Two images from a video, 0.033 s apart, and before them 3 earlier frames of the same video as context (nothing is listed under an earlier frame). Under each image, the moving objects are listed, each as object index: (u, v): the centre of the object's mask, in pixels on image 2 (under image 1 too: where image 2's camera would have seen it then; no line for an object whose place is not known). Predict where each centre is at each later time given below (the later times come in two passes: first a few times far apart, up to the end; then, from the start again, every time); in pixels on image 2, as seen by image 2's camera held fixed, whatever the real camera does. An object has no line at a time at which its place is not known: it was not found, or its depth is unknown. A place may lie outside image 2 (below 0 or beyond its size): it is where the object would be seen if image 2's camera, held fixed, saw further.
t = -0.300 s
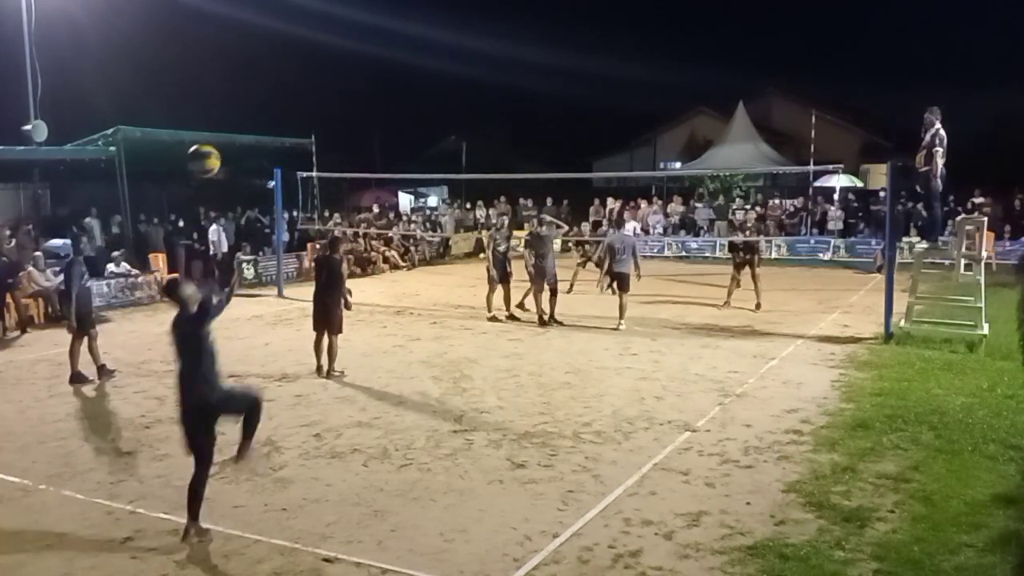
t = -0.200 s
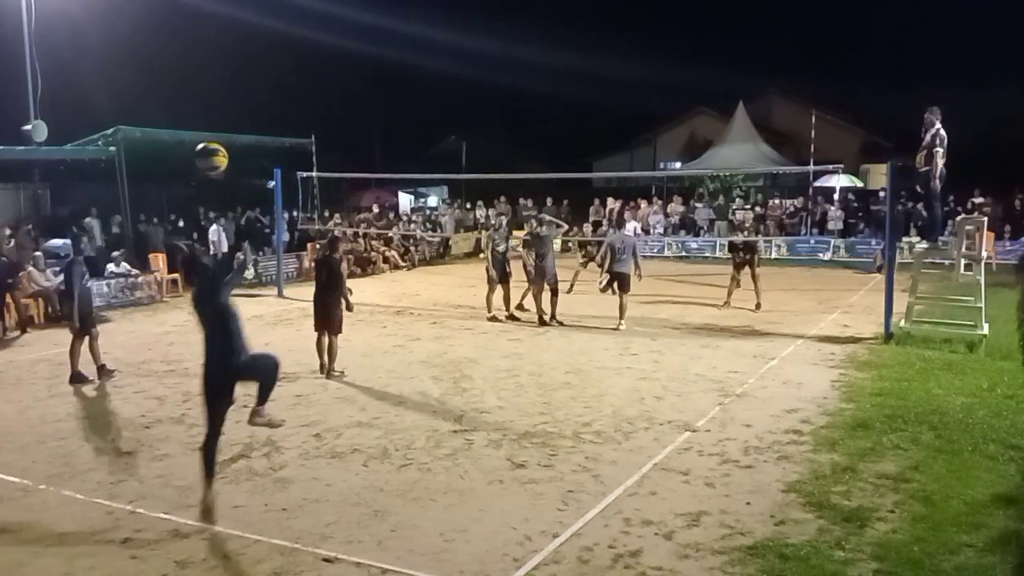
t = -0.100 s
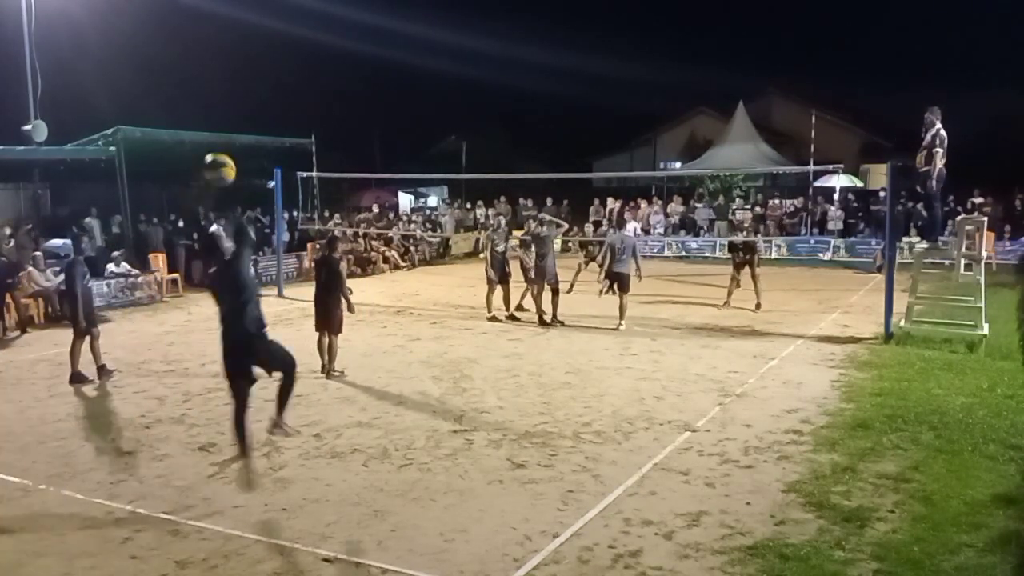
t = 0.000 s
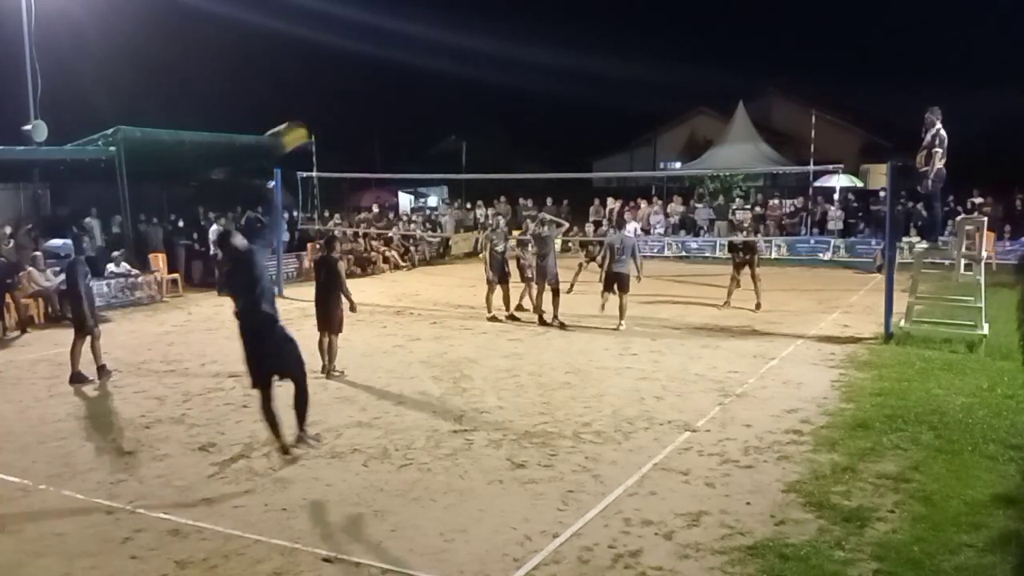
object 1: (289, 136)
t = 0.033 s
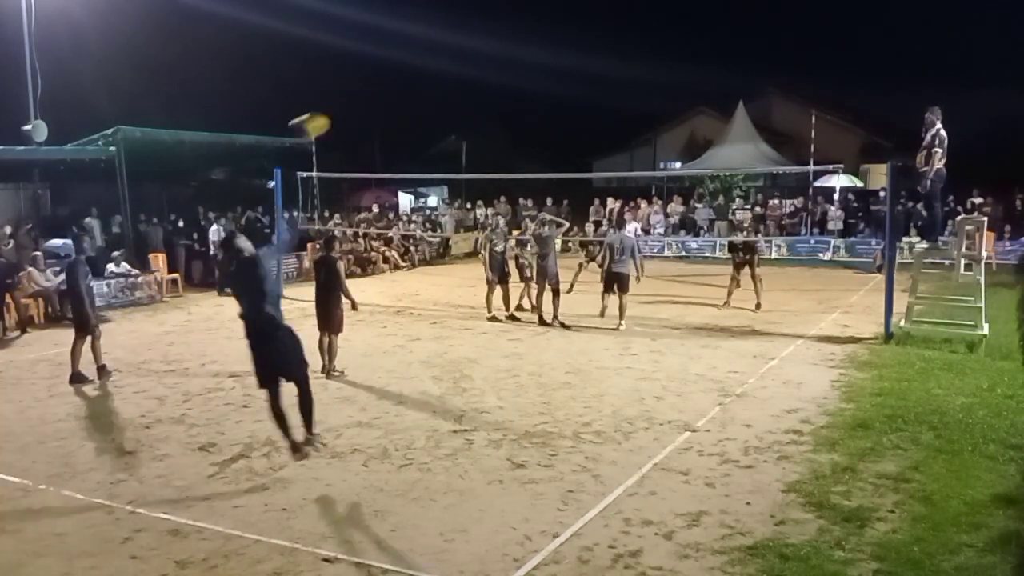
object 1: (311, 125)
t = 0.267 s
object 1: (420, 94)
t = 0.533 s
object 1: (491, 122)
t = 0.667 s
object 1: (515, 145)
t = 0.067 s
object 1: (330, 117)
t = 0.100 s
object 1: (348, 110)
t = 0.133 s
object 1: (365, 104)
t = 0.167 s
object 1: (381, 99)
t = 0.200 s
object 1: (394, 96)
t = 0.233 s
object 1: (408, 95)
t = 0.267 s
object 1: (420, 94)
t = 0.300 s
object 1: (431, 95)
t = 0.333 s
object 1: (441, 96)
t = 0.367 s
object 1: (451, 99)
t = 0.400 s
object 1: (460, 103)
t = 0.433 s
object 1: (468, 107)
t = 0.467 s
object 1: (476, 111)
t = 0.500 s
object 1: (484, 116)
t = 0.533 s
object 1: (491, 122)
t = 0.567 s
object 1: (497, 127)
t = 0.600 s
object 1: (504, 133)
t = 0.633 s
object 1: (509, 139)
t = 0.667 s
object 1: (515, 145)
